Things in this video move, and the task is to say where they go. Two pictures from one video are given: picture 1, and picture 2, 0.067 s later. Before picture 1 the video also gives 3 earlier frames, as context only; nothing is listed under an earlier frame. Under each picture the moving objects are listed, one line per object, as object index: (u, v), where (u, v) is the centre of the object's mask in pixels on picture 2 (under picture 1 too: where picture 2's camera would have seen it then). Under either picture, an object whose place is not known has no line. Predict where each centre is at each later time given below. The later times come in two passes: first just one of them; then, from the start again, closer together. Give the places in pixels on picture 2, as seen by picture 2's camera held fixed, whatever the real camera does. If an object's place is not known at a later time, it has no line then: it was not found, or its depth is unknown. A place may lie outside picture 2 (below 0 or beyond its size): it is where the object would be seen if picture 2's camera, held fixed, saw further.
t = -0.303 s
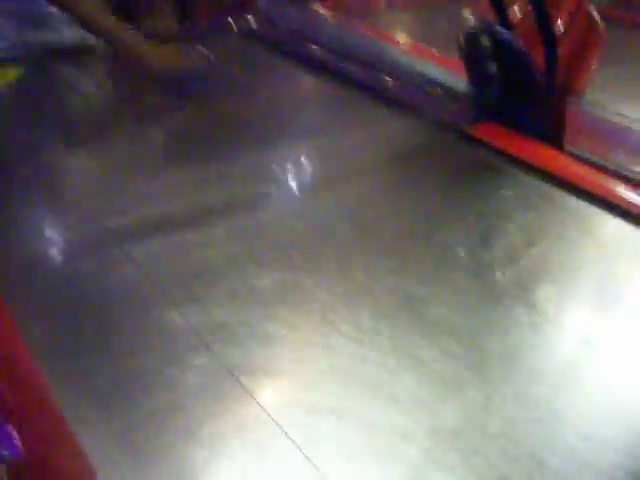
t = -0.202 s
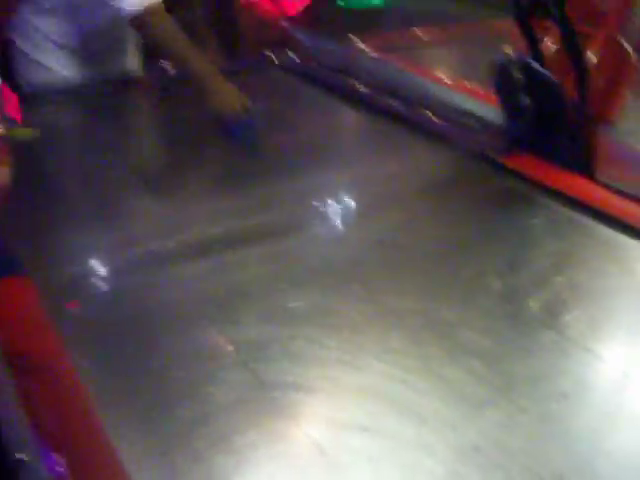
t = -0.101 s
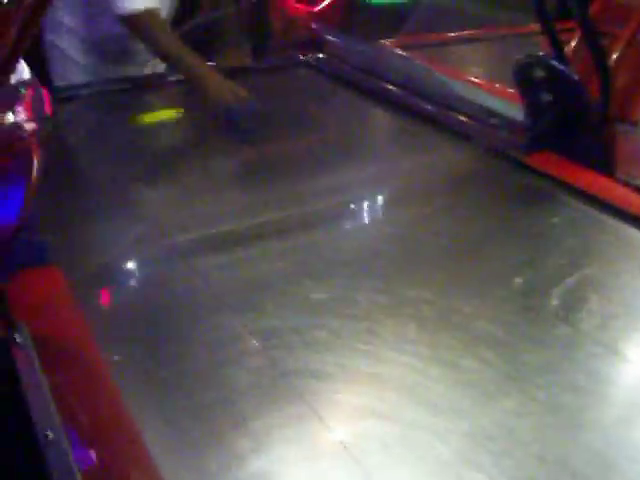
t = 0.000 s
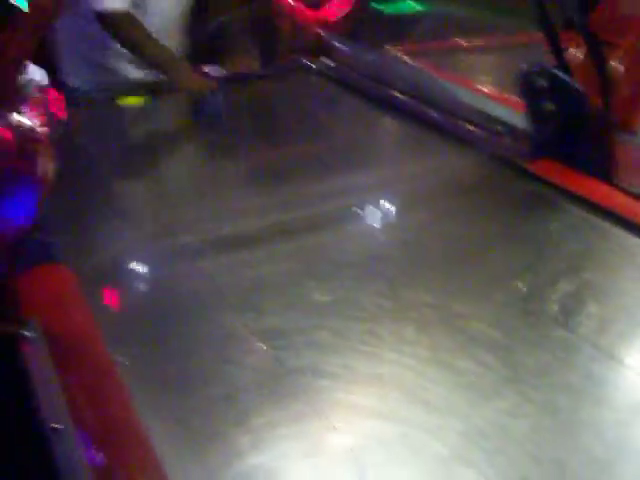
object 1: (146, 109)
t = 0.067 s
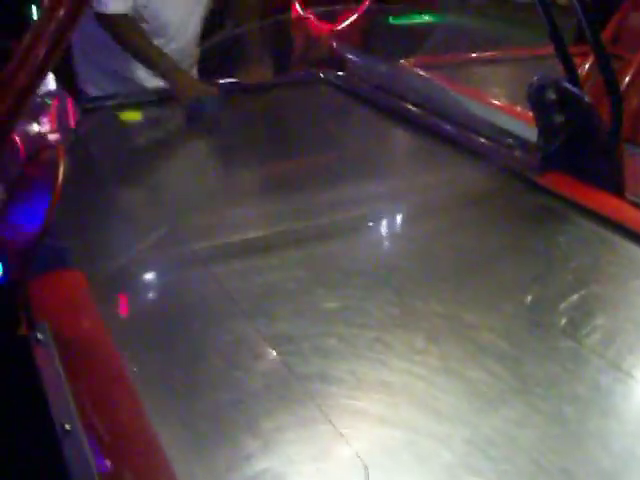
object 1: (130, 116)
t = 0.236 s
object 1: (153, 162)
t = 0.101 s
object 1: (134, 124)
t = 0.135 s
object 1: (139, 132)
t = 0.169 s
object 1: (143, 141)
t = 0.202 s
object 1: (148, 151)
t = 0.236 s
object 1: (153, 162)
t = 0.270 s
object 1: (161, 173)
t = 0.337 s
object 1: (172, 196)
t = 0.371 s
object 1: (180, 211)
